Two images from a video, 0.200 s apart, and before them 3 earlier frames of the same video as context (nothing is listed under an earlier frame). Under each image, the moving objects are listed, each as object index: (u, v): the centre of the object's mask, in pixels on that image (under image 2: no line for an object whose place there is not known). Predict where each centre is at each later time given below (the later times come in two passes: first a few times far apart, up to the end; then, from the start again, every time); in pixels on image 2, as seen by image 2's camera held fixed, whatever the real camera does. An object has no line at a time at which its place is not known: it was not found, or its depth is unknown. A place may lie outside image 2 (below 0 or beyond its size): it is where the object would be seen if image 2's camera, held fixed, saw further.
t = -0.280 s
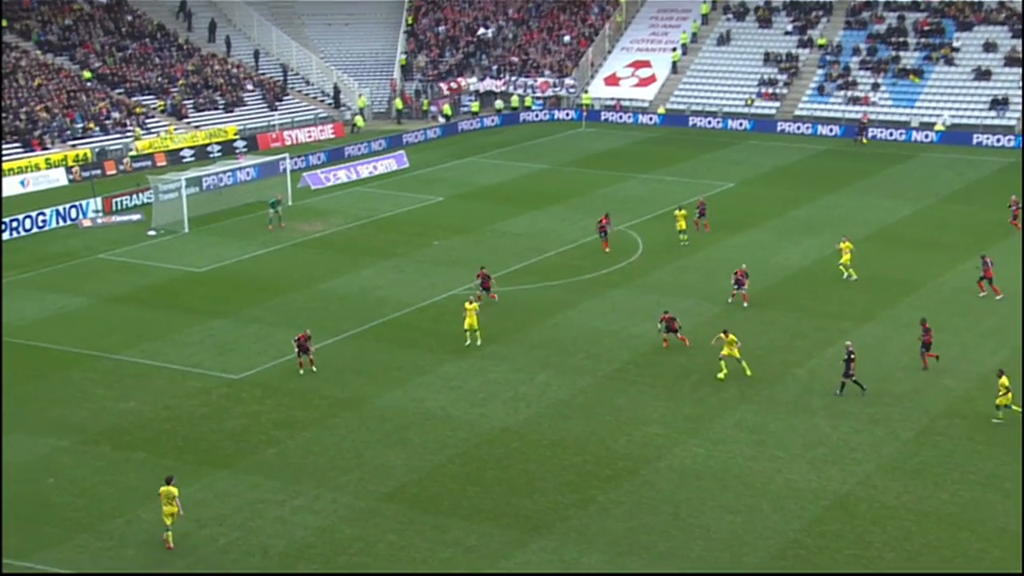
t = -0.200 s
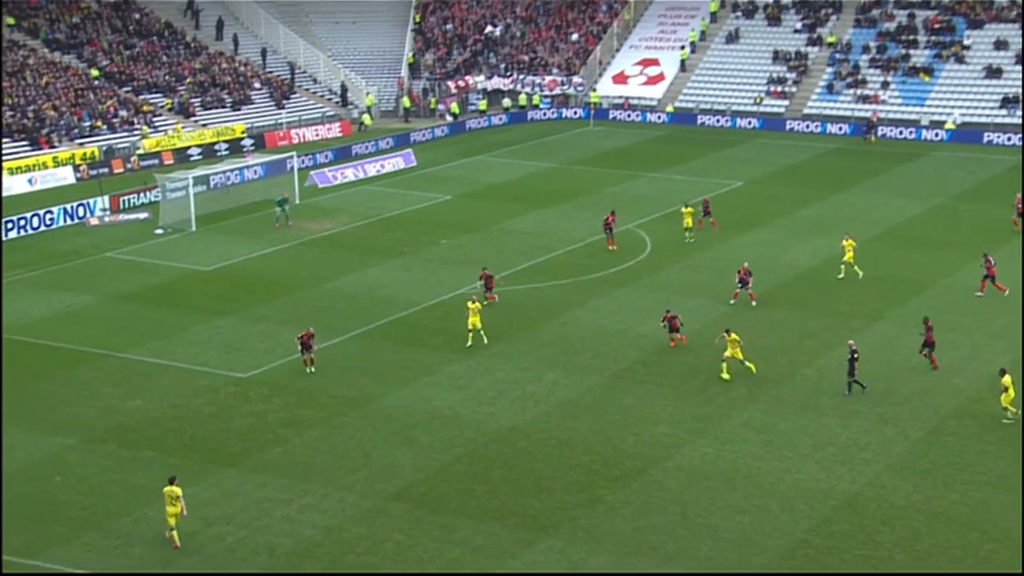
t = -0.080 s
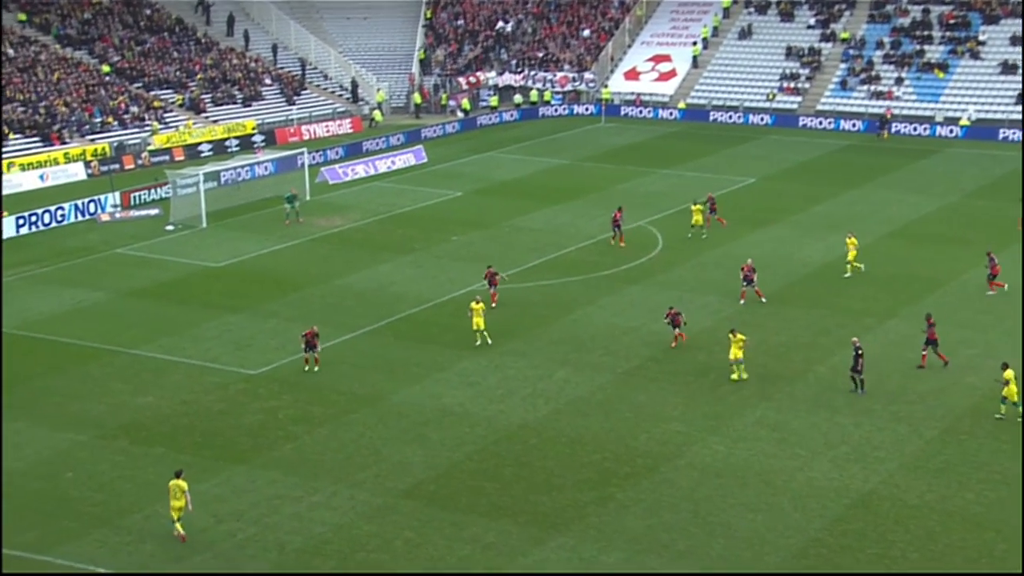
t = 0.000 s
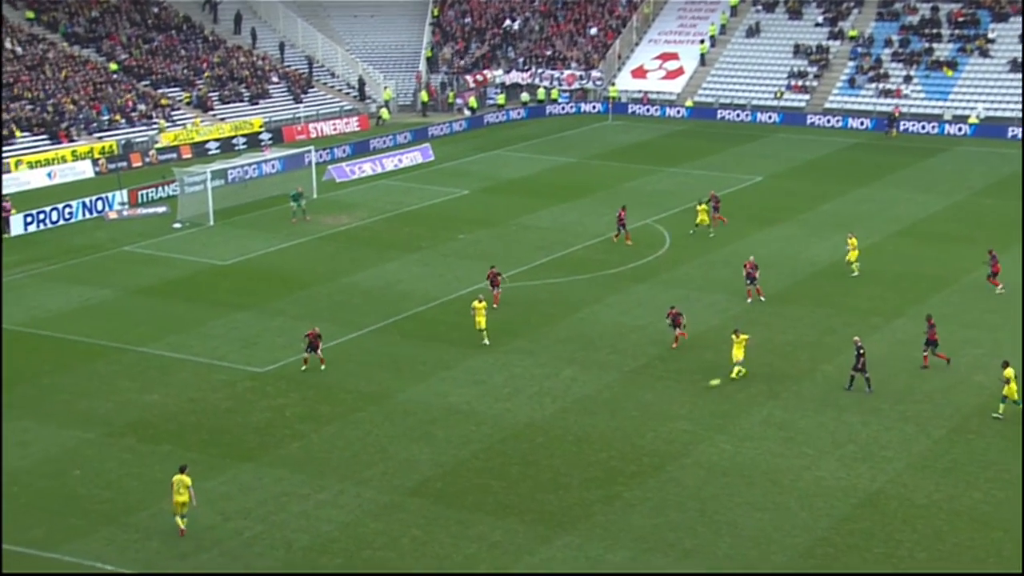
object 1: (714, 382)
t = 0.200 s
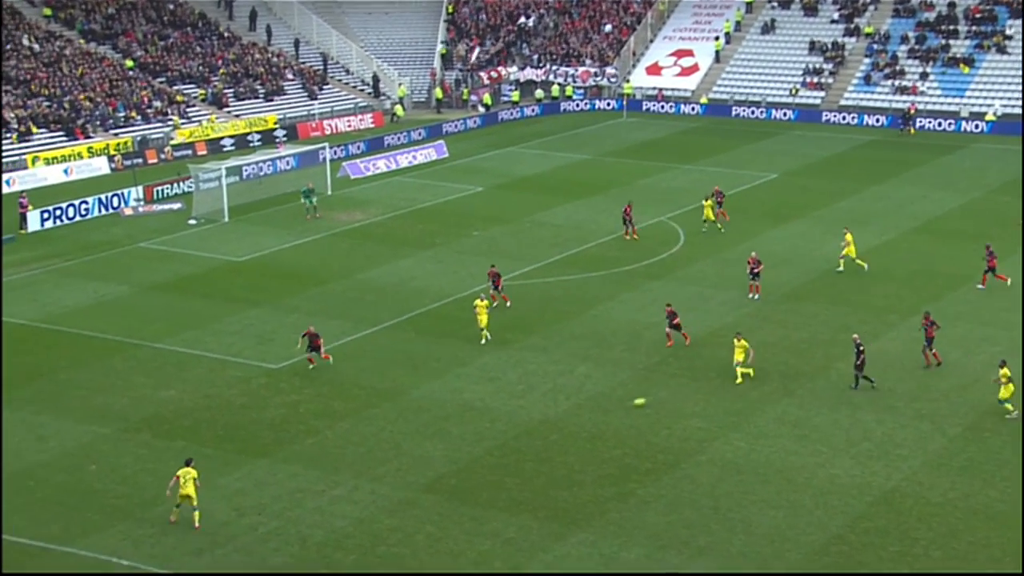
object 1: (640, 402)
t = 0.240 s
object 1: (622, 405)
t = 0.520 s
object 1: (501, 435)
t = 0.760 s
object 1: (402, 458)
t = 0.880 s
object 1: (356, 467)
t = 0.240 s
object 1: (622, 405)
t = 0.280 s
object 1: (604, 410)
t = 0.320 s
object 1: (587, 414)
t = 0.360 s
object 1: (569, 419)
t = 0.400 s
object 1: (552, 423)
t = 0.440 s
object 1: (535, 426)
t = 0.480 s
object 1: (518, 431)
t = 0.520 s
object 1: (501, 435)
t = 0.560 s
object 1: (484, 439)
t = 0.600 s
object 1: (467, 443)
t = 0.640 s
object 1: (451, 447)
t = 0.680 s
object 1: (434, 451)
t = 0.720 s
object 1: (418, 455)
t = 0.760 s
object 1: (402, 458)
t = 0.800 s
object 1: (387, 461)
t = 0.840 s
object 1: (371, 465)
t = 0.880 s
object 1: (356, 467)
